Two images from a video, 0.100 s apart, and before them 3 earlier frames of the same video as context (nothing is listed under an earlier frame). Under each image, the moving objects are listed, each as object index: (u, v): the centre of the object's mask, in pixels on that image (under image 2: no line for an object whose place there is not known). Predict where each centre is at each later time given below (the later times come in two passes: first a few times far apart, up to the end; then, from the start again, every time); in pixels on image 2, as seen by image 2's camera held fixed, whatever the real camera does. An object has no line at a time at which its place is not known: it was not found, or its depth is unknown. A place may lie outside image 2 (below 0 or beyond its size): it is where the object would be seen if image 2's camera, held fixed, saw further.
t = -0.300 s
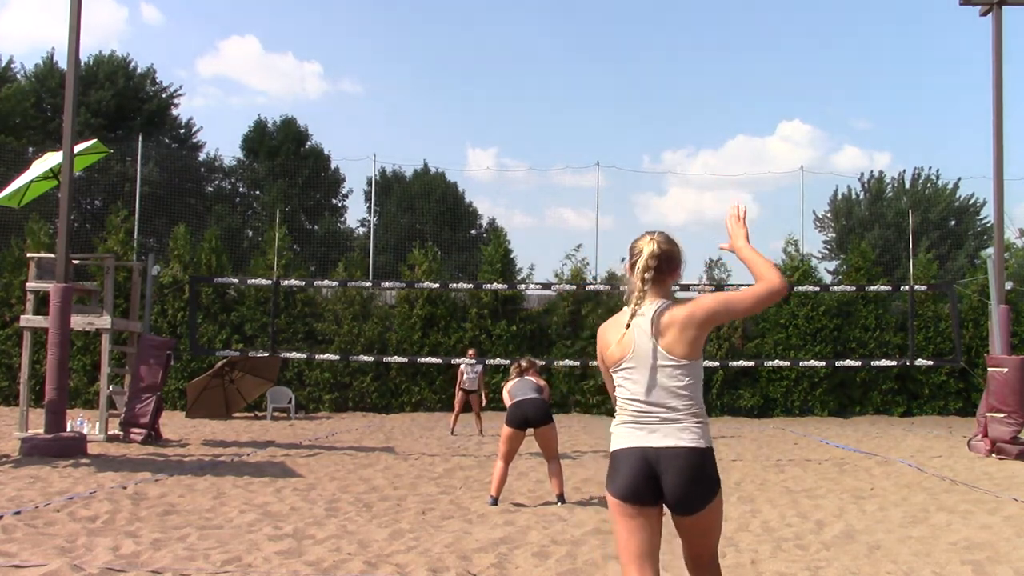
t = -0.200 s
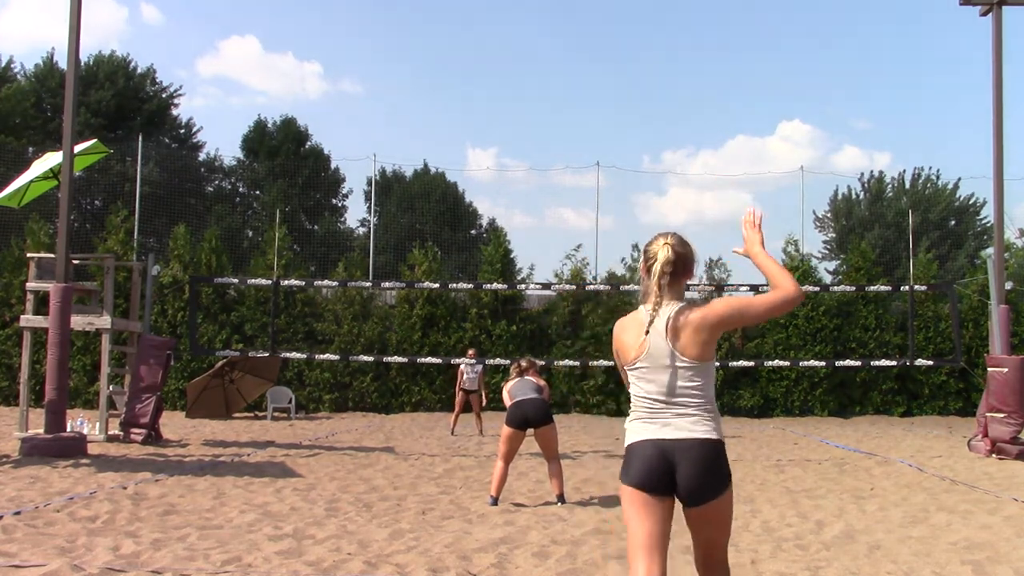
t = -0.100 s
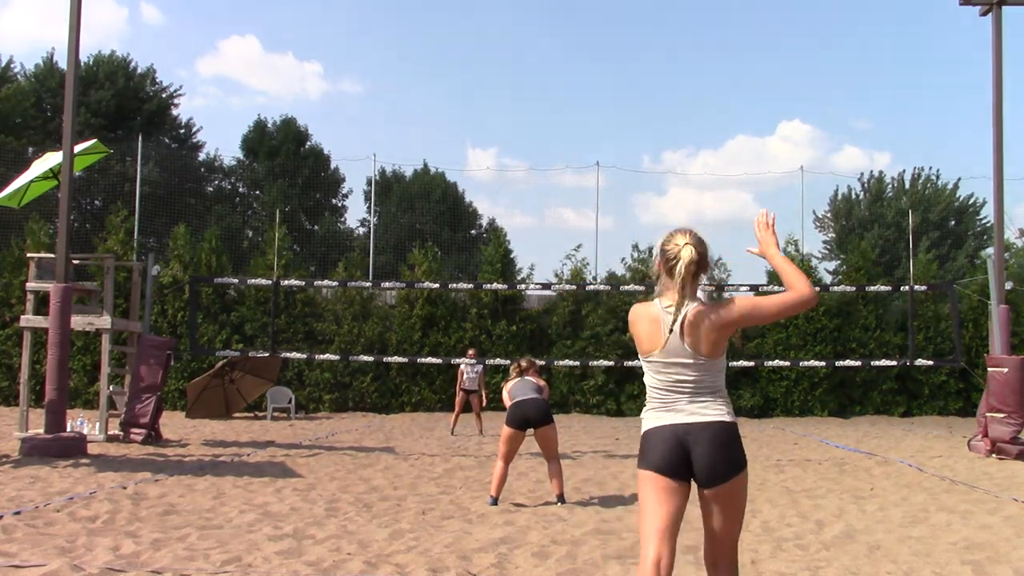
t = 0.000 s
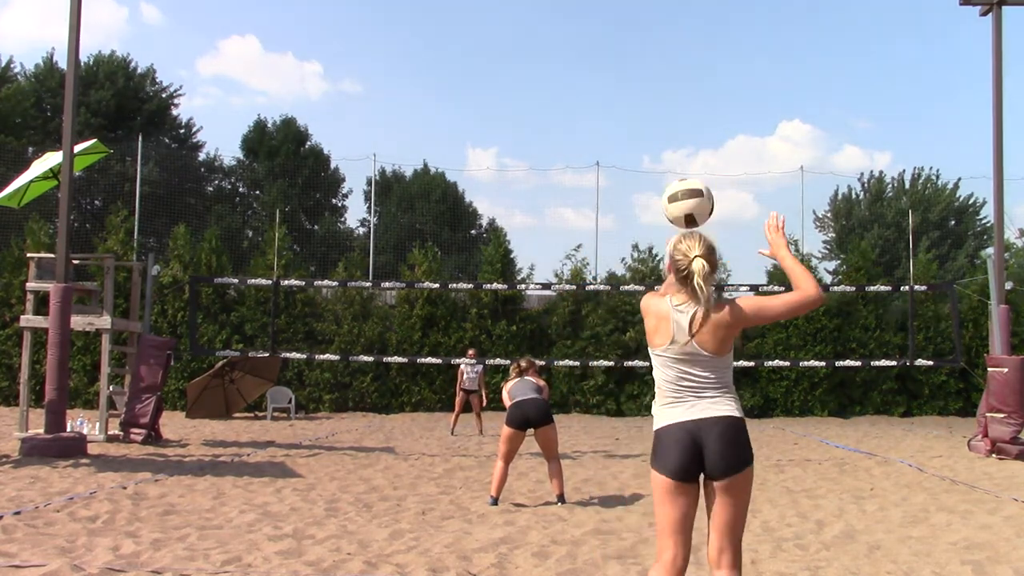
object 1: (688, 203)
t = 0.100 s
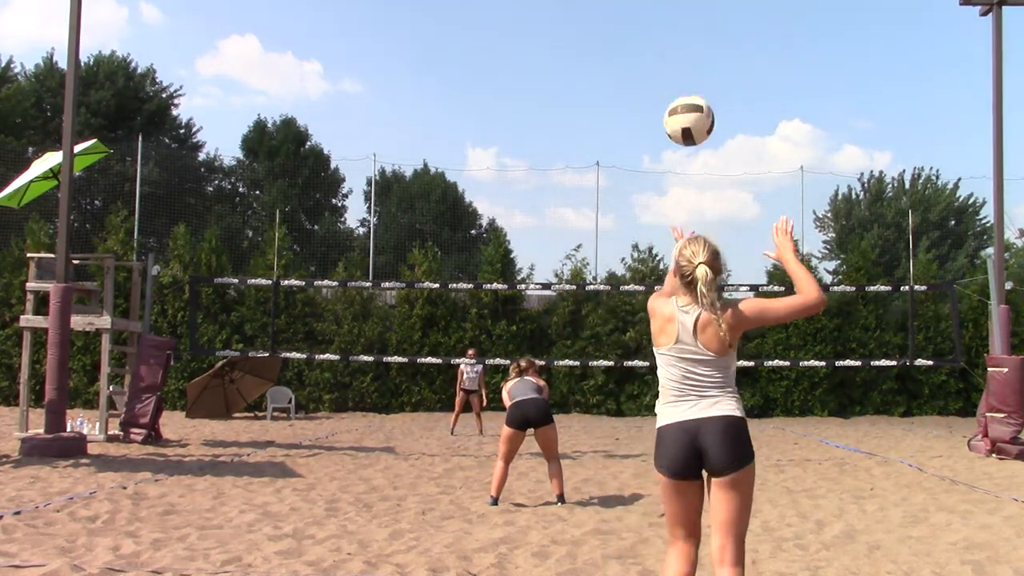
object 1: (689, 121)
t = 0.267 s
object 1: (690, 38)
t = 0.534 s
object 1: (691, 37)
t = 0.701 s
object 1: (691, 112)
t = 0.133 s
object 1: (689, 99)
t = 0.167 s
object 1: (689, 80)
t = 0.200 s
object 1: (690, 63)
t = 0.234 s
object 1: (690, 49)
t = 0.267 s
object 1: (690, 38)
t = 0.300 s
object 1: (690, 29)
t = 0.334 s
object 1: (690, 23)
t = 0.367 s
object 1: (690, 21)
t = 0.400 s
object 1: (691, 20)
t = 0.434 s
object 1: (691, 21)
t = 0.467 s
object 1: (691, 23)
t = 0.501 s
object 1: (691, 29)
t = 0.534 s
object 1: (691, 37)
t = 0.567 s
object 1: (691, 47)
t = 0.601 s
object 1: (692, 60)
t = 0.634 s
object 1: (692, 75)
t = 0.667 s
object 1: (692, 92)
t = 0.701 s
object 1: (691, 112)
